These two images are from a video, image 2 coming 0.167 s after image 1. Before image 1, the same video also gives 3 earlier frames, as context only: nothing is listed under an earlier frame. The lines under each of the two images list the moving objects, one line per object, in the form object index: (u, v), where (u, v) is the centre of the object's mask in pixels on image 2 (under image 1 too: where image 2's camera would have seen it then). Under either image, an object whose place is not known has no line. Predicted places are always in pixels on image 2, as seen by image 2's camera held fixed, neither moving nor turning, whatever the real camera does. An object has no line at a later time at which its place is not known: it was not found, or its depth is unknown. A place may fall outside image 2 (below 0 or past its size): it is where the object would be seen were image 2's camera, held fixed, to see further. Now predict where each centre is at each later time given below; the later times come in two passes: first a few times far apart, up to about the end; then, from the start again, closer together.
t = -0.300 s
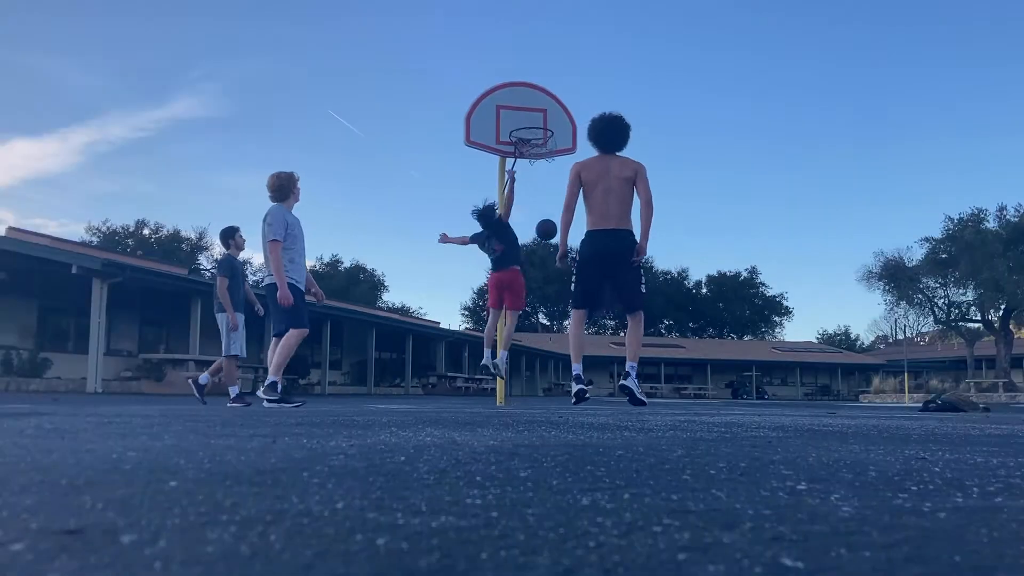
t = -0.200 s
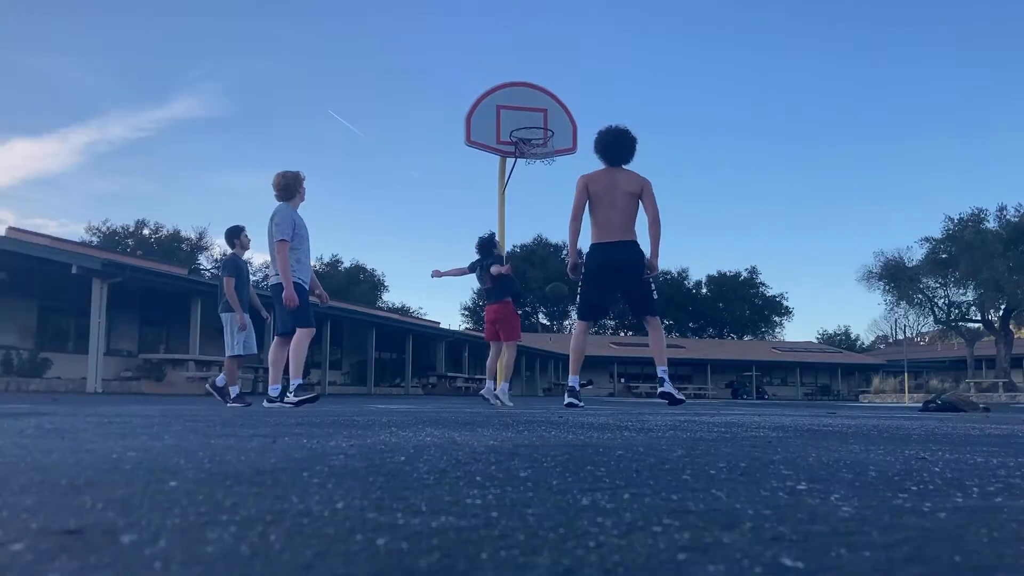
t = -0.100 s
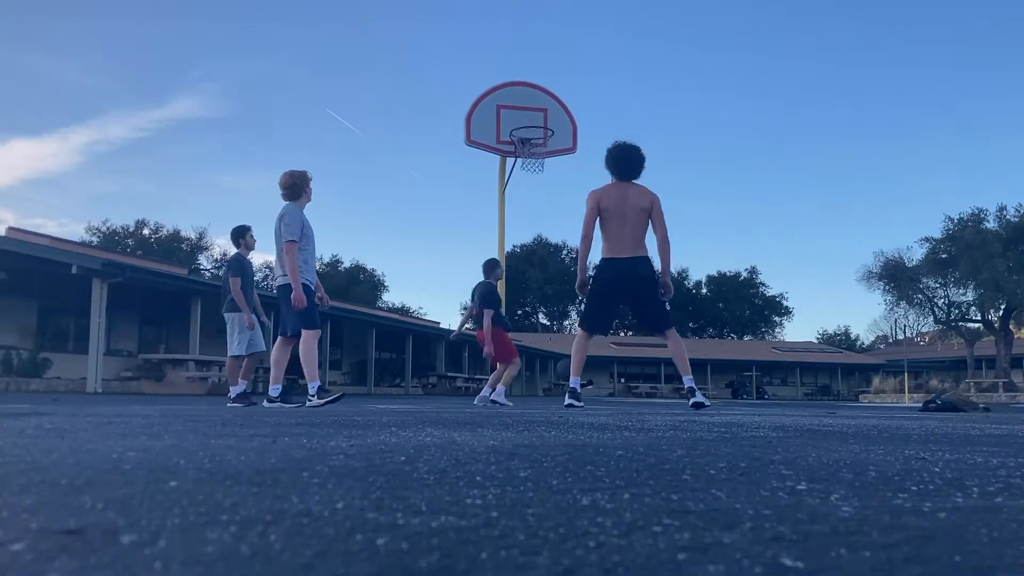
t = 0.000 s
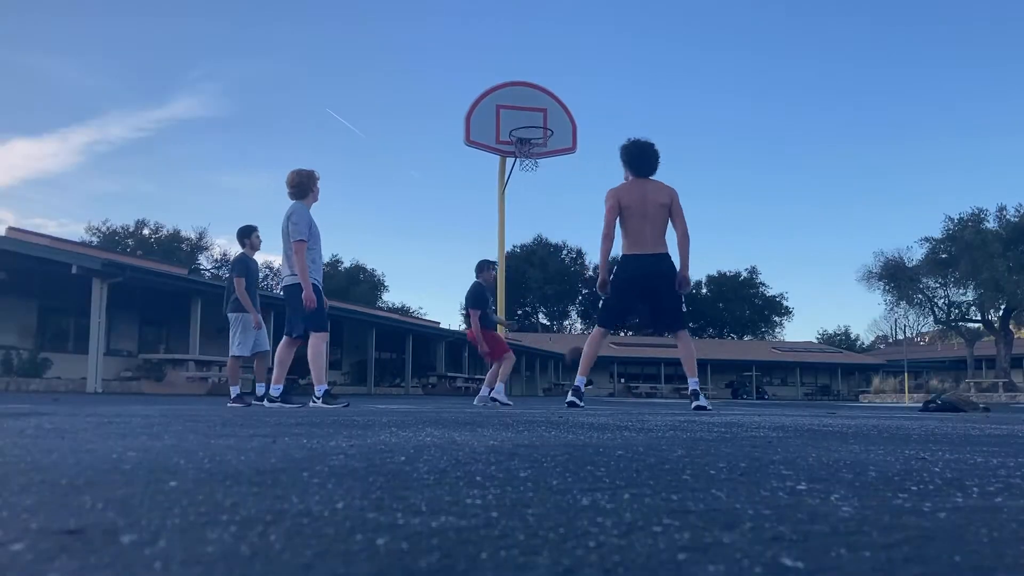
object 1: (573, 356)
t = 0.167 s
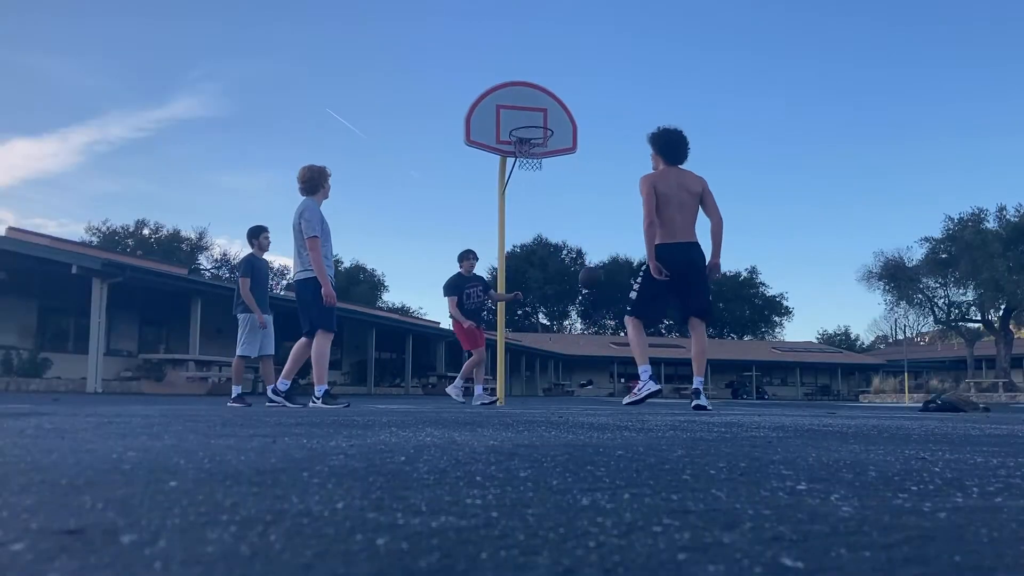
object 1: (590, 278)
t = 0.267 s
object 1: (600, 241)
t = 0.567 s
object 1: (630, 184)
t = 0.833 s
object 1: (662, 213)
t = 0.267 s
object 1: (600, 241)
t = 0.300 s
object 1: (603, 230)
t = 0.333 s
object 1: (606, 221)
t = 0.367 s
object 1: (610, 212)
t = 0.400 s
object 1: (613, 205)
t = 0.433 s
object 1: (616, 198)
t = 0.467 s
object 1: (620, 193)
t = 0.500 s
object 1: (623, 189)
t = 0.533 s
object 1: (627, 186)
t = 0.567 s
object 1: (630, 184)
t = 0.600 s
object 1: (634, 183)
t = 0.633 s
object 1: (638, 183)
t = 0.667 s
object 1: (642, 185)
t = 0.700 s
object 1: (646, 188)
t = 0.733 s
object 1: (650, 192)
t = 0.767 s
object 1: (654, 197)
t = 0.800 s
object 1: (658, 204)
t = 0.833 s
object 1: (662, 213)
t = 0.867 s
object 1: (667, 223)
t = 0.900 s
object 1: (672, 235)
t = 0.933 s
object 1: (676, 248)
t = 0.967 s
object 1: (681, 263)
